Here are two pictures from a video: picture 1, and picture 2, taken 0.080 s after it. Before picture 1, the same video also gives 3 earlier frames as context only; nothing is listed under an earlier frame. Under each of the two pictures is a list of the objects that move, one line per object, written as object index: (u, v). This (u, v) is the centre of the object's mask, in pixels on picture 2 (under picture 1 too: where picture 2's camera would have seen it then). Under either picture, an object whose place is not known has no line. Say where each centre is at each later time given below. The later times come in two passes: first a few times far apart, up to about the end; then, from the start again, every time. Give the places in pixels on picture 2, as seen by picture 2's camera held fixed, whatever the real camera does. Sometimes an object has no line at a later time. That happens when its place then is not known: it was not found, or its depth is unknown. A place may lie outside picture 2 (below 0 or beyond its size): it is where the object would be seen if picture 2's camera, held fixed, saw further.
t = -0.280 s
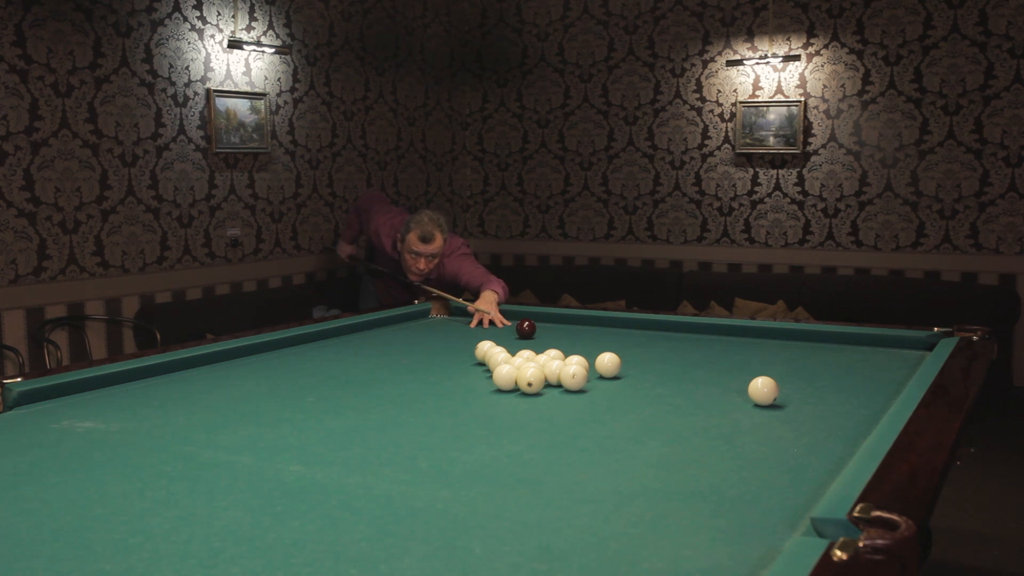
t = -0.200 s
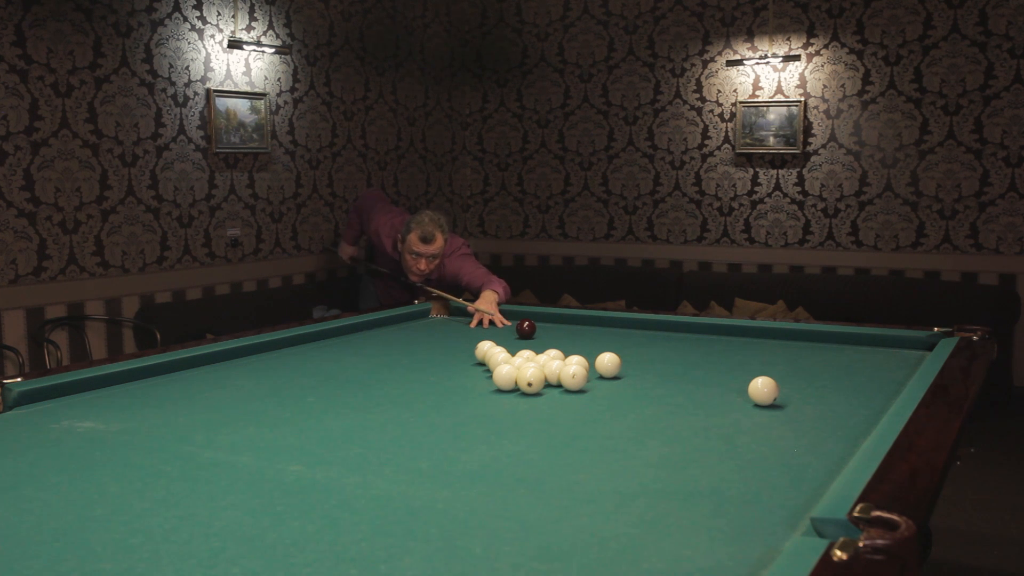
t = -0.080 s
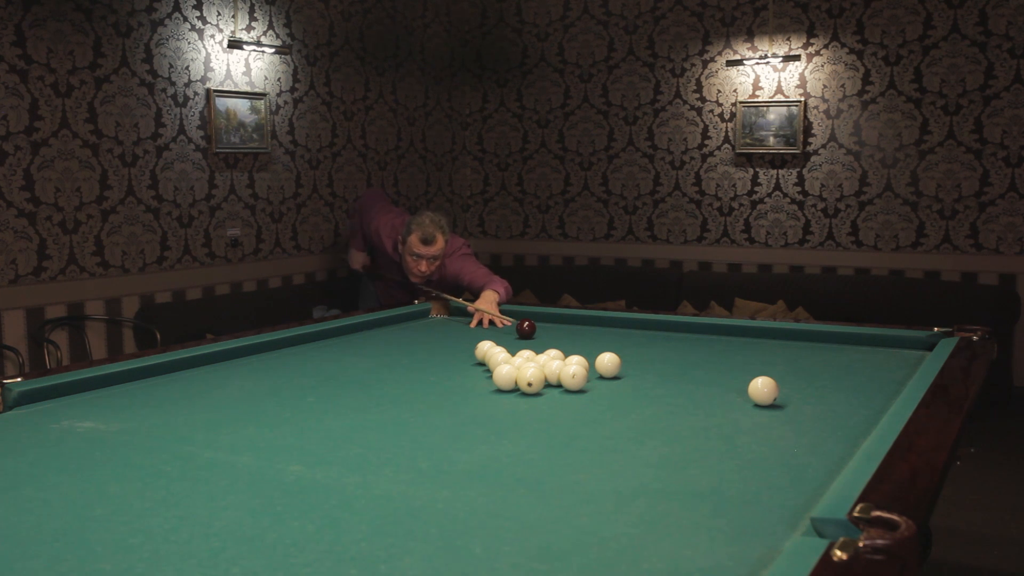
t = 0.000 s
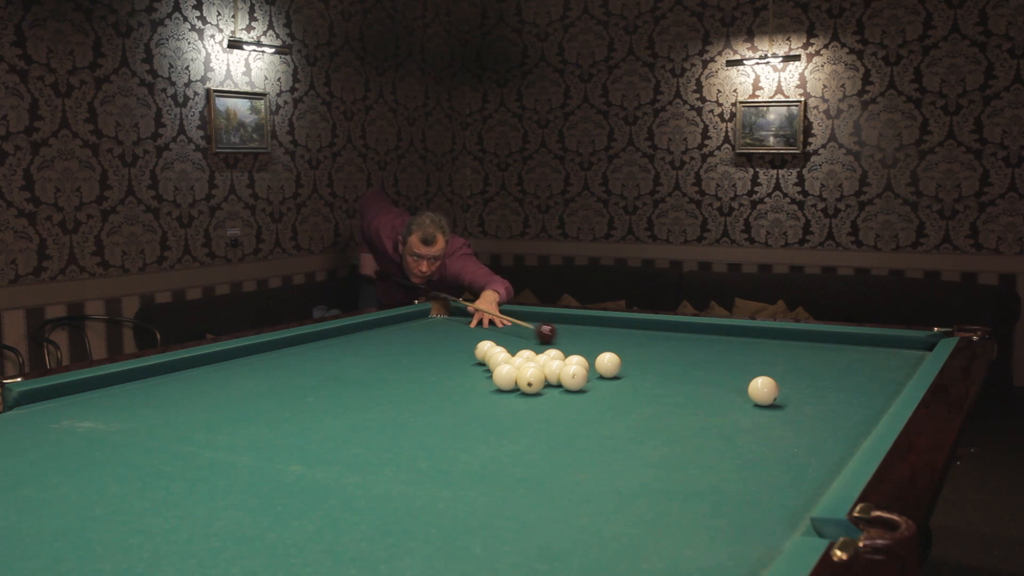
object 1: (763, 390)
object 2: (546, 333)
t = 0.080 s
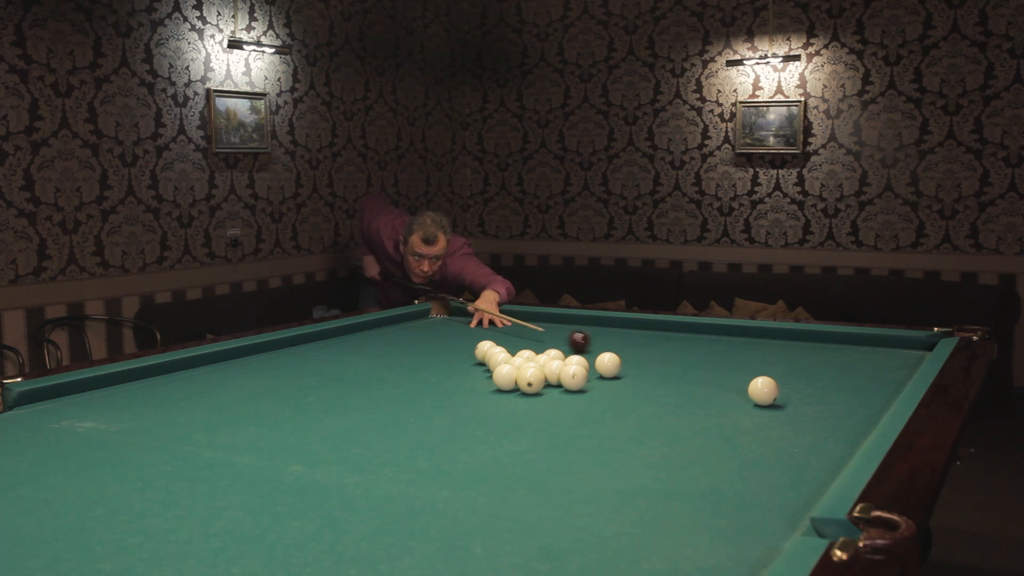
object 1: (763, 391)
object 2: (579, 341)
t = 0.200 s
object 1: (763, 391)
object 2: (632, 354)
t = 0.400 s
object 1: (763, 391)
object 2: (739, 380)
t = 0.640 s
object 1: (783, 421)
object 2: (883, 391)
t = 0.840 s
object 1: (802, 450)
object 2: (822, 381)
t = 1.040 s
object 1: (808, 482)
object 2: (766, 372)
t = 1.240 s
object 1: (755, 505)
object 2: (717, 363)
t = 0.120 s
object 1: (763, 391)
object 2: (595, 345)
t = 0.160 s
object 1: (763, 391)
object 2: (614, 347)
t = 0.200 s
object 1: (763, 391)
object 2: (632, 354)
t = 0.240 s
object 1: (763, 391)
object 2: (651, 359)
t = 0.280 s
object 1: (763, 391)
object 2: (671, 363)
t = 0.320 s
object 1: (763, 391)
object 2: (693, 369)
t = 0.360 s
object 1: (763, 391)
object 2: (716, 374)
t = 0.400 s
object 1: (763, 391)
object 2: (739, 380)
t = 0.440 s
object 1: (764, 392)
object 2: (769, 376)
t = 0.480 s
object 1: (768, 398)
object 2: (788, 384)
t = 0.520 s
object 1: (772, 404)
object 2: (810, 387)
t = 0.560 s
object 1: (776, 410)
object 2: (834, 388)
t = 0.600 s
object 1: (779, 415)
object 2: (858, 389)
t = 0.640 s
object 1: (783, 421)
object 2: (883, 391)
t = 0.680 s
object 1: (786, 426)
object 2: (880, 390)
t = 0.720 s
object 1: (790, 432)
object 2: (862, 388)
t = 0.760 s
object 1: (794, 438)
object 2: (847, 385)
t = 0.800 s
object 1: (798, 444)
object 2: (834, 383)
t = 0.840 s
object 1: (802, 450)
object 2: (822, 381)
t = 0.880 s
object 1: (806, 457)
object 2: (810, 379)
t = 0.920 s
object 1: (811, 464)
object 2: (799, 377)
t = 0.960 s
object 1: (815, 470)
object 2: (788, 375)
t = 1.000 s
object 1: (817, 476)
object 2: (777, 373)
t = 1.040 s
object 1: (808, 482)
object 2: (766, 372)
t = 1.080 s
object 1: (798, 487)
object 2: (756, 369)
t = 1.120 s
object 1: (788, 491)
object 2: (746, 368)
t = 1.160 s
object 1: (777, 496)
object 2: (736, 366)
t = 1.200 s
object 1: (766, 501)
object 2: (726, 365)
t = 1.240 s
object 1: (755, 505)
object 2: (717, 363)
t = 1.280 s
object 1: (743, 510)
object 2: (707, 361)
